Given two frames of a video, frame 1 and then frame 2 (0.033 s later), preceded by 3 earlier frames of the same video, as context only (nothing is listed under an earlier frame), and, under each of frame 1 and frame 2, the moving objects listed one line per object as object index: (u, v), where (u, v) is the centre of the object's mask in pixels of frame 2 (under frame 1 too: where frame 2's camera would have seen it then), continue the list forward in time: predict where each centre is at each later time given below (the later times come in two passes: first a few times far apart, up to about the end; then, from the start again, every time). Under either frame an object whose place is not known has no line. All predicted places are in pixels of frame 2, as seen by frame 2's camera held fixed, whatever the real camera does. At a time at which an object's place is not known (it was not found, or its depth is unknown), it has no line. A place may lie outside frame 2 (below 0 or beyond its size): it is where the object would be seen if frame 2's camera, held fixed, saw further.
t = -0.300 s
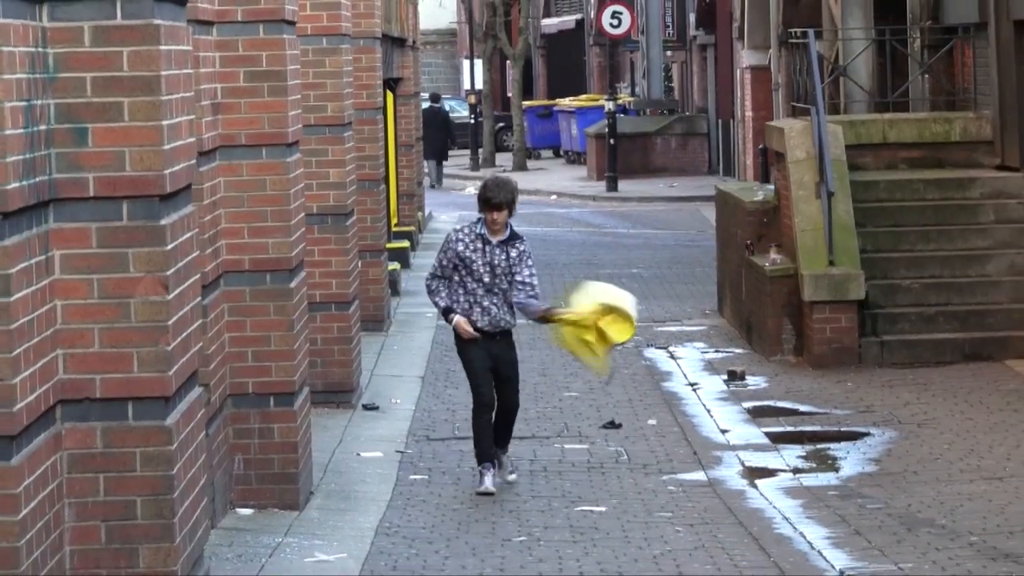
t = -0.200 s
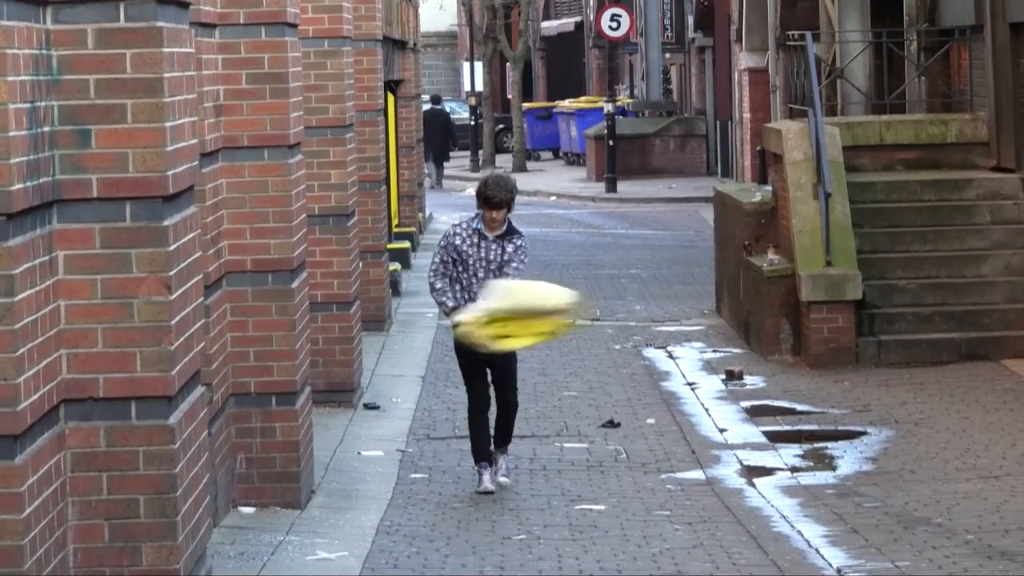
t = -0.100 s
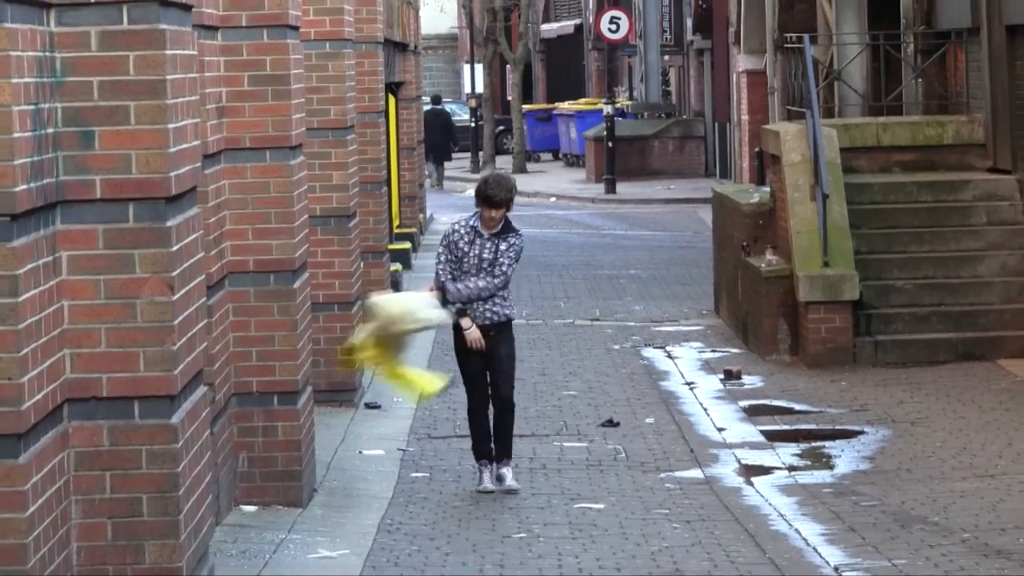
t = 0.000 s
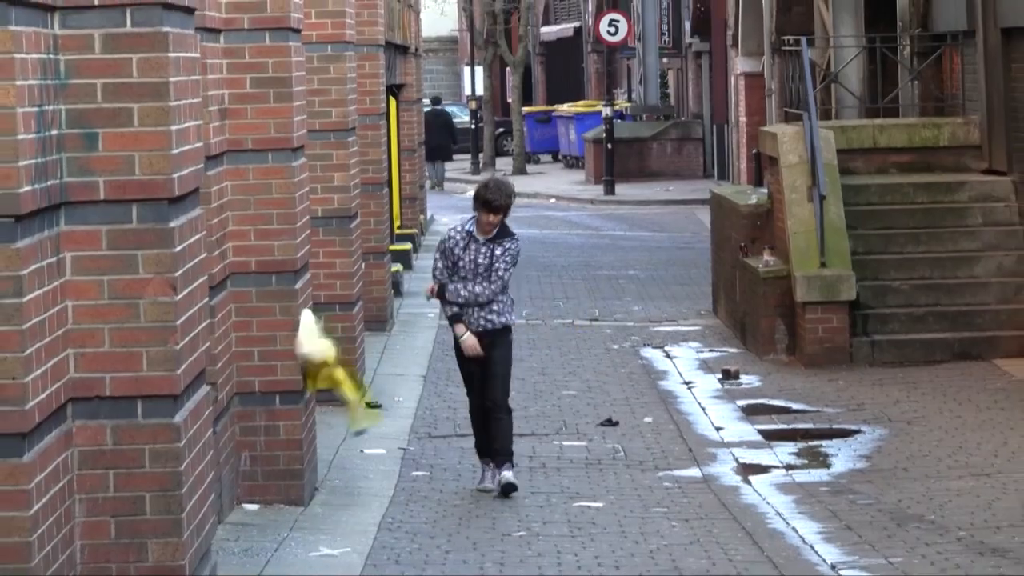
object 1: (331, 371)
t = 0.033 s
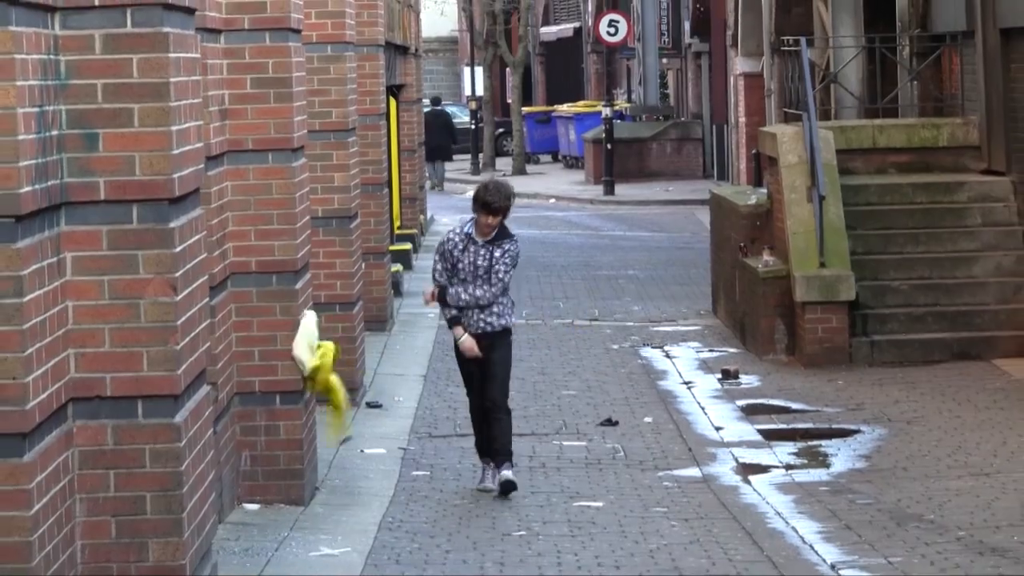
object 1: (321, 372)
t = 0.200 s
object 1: (328, 396)
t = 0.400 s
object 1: (348, 440)
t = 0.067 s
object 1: (321, 377)
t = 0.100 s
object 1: (323, 383)
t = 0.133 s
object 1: (324, 384)
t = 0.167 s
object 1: (327, 391)
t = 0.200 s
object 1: (328, 396)
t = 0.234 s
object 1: (330, 401)
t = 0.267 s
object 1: (334, 406)
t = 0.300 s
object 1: (337, 414)
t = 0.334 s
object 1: (339, 417)
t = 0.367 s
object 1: (343, 427)
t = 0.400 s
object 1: (348, 440)
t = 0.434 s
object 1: (351, 449)
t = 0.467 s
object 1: (357, 461)
